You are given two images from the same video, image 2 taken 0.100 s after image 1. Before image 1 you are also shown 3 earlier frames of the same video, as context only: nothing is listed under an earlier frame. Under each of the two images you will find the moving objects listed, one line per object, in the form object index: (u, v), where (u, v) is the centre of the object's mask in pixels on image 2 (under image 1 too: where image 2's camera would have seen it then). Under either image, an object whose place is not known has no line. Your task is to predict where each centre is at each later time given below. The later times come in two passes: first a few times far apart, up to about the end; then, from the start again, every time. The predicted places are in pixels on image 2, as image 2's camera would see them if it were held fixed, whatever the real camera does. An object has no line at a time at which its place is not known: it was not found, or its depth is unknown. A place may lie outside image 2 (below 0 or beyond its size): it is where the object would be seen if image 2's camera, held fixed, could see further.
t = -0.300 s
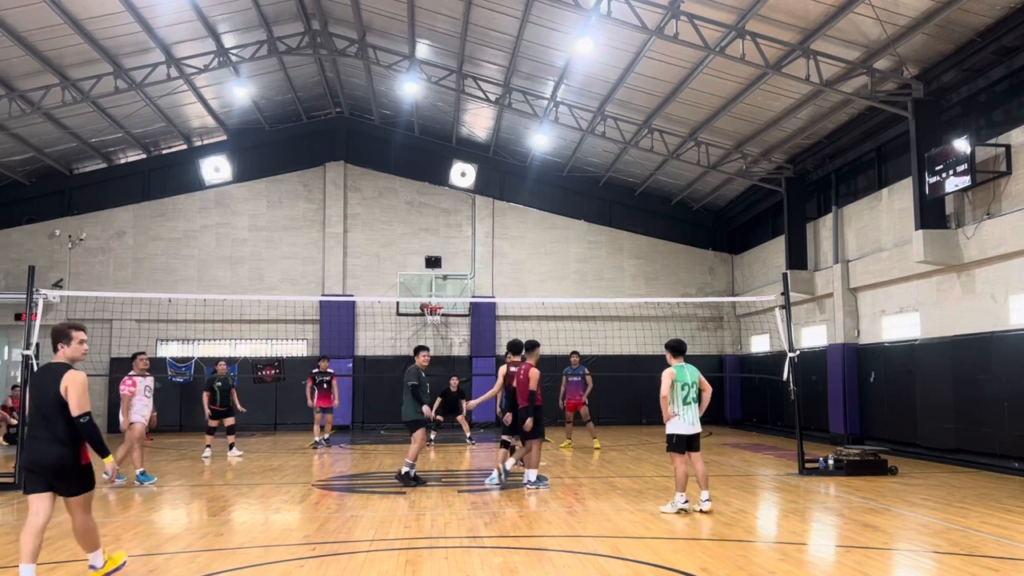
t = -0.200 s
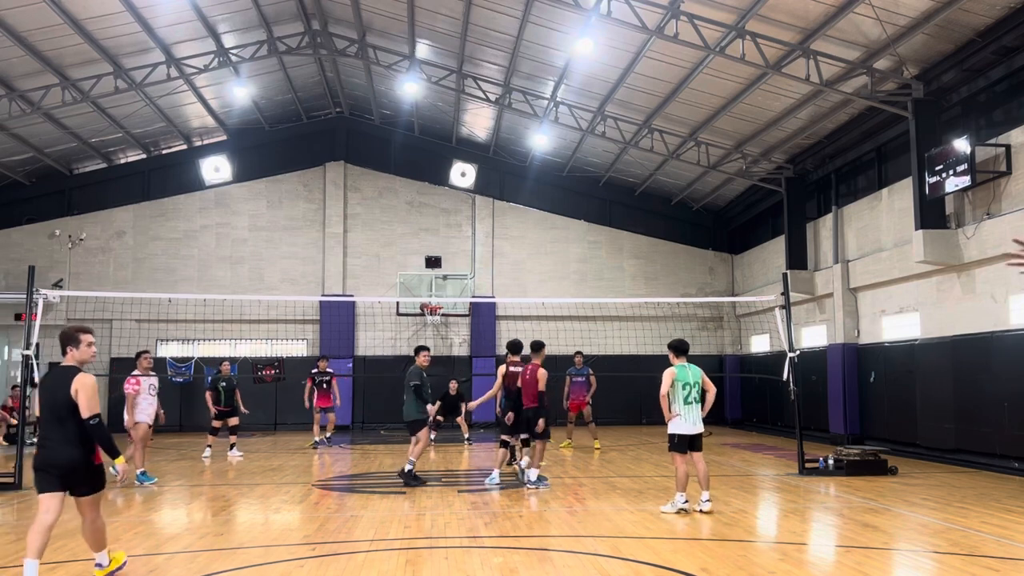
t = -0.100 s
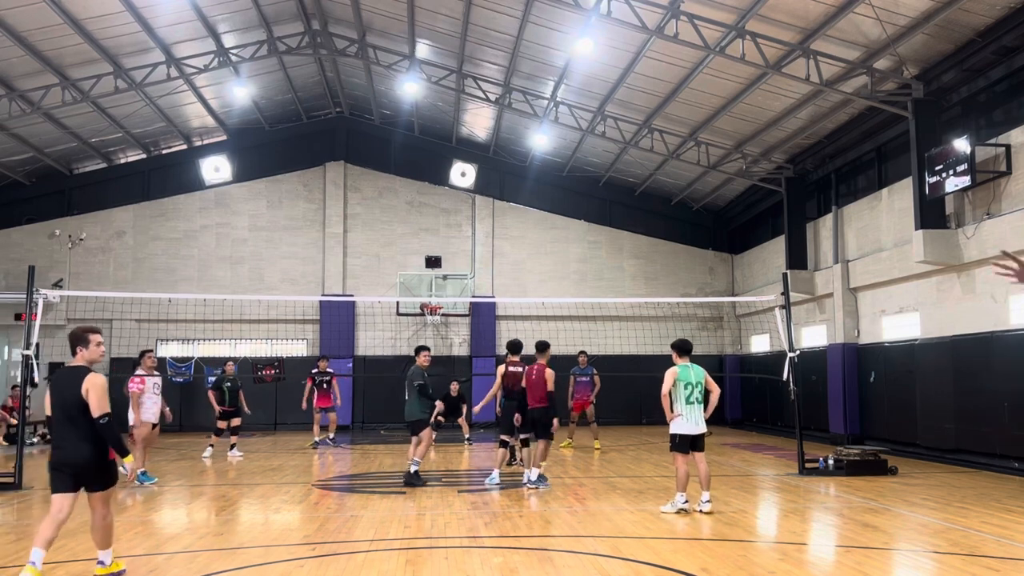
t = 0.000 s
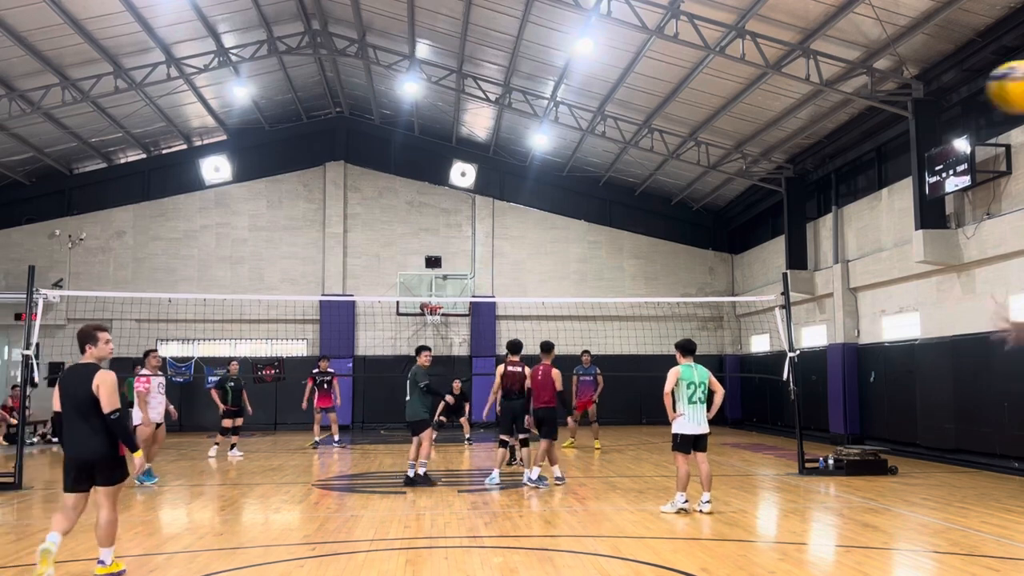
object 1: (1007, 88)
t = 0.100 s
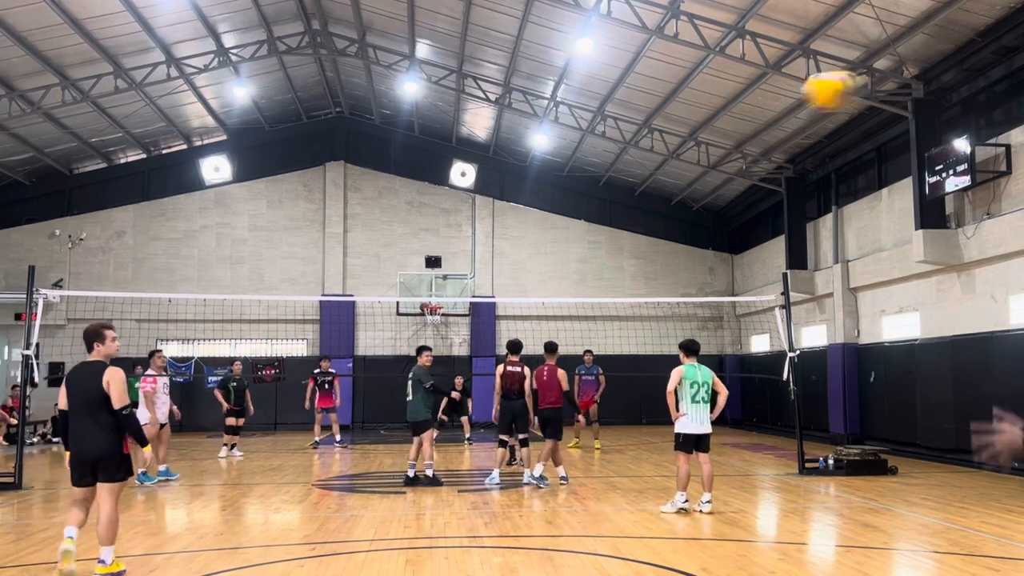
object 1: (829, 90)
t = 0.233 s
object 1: (685, 110)
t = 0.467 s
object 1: (556, 169)
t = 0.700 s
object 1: (493, 243)
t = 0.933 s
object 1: (452, 323)
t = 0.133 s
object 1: (784, 93)
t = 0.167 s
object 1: (748, 99)
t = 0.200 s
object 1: (715, 104)
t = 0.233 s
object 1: (685, 110)
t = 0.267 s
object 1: (661, 118)
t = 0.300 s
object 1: (638, 125)
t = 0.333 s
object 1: (618, 133)
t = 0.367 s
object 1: (600, 142)
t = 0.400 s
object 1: (584, 151)
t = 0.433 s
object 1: (570, 160)
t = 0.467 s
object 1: (556, 169)
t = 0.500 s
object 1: (545, 179)
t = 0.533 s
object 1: (534, 189)
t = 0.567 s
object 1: (525, 199)
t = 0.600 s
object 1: (515, 209)
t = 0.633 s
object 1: (507, 220)
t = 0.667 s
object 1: (500, 231)
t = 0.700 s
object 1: (493, 243)
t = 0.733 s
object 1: (487, 254)
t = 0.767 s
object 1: (480, 267)
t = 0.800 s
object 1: (473, 278)
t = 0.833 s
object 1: (468, 288)
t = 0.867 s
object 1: (462, 303)
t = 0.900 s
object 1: (456, 313)
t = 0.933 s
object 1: (452, 323)
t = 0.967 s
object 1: (446, 336)
